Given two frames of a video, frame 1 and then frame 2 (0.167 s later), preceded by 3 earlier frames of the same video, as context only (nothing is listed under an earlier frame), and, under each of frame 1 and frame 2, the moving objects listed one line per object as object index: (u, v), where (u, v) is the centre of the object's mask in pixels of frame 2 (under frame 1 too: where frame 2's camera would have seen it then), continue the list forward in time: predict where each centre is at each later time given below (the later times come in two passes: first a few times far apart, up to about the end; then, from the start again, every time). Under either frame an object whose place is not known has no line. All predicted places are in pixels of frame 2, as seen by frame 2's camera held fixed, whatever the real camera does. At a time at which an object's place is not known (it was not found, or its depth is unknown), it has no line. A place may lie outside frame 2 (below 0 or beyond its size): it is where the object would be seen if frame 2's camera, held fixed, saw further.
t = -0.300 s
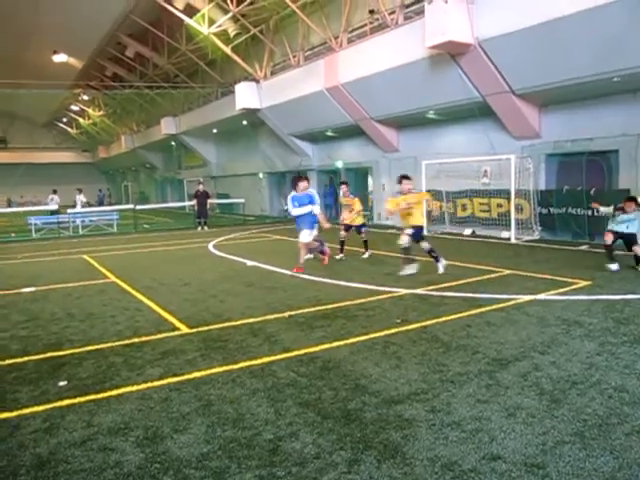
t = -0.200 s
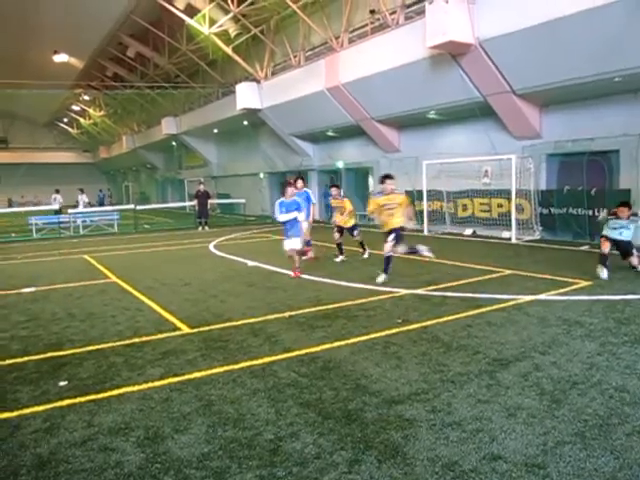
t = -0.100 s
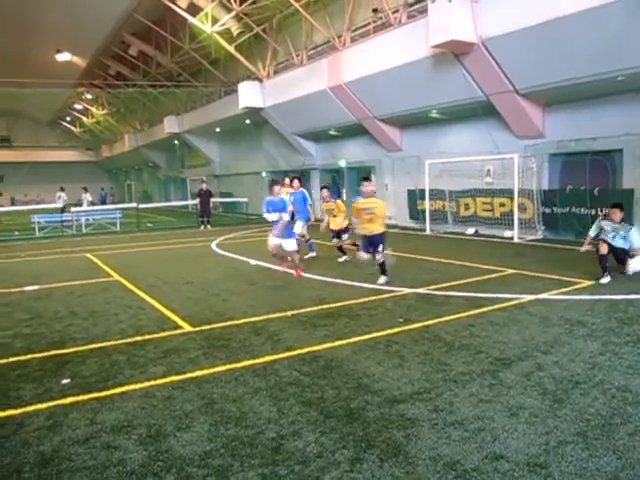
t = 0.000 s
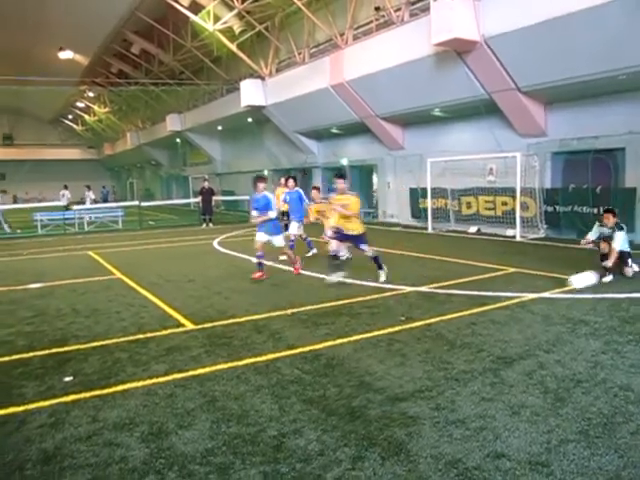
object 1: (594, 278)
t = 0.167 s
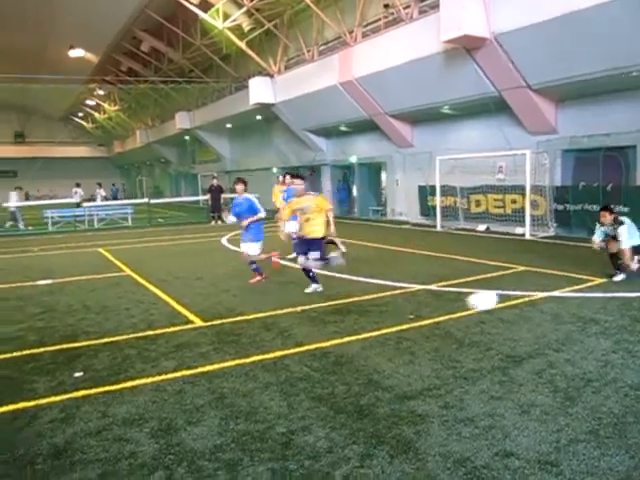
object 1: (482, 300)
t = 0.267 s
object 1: (405, 319)
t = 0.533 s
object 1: (175, 361)
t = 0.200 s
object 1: (458, 306)
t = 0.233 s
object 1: (431, 313)
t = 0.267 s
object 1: (405, 319)
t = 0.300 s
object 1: (381, 322)
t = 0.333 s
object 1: (353, 326)
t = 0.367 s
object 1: (326, 331)
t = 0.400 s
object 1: (297, 338)
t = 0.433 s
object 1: (267, 346)
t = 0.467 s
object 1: (237, 351)
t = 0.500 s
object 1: (208, 355)
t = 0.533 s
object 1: (175, 361)
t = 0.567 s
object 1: (143, 368)
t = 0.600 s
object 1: (108, 377)
